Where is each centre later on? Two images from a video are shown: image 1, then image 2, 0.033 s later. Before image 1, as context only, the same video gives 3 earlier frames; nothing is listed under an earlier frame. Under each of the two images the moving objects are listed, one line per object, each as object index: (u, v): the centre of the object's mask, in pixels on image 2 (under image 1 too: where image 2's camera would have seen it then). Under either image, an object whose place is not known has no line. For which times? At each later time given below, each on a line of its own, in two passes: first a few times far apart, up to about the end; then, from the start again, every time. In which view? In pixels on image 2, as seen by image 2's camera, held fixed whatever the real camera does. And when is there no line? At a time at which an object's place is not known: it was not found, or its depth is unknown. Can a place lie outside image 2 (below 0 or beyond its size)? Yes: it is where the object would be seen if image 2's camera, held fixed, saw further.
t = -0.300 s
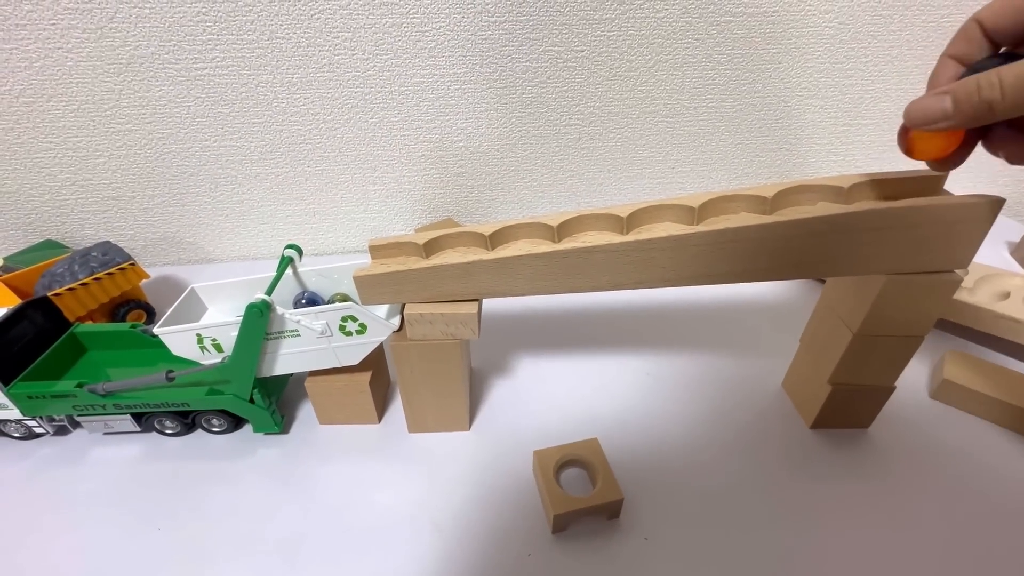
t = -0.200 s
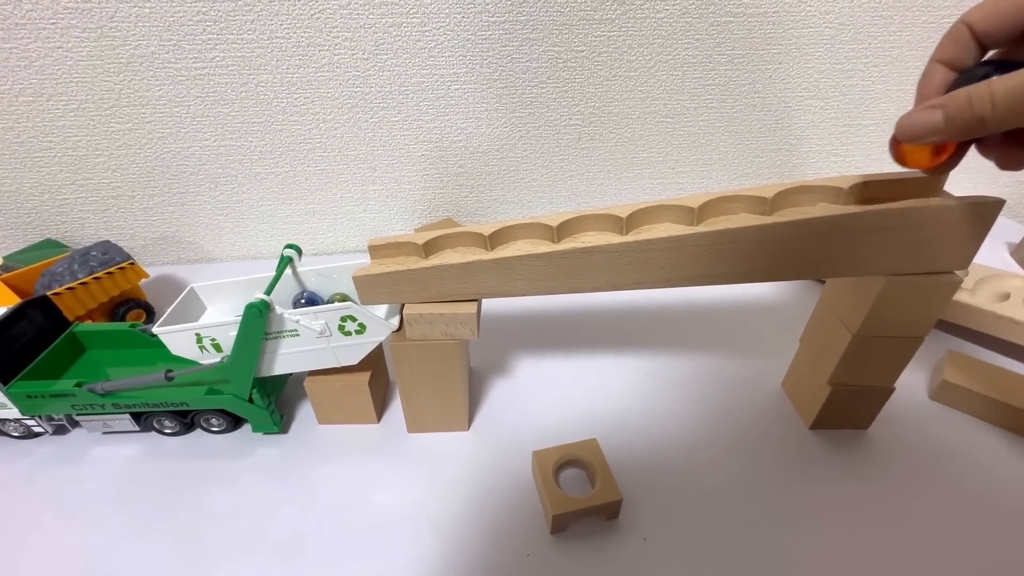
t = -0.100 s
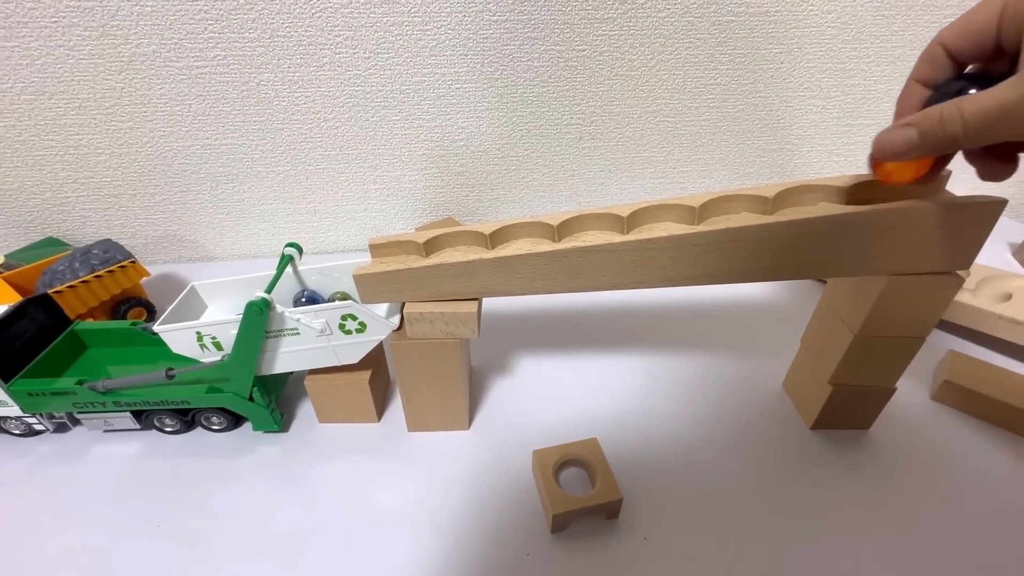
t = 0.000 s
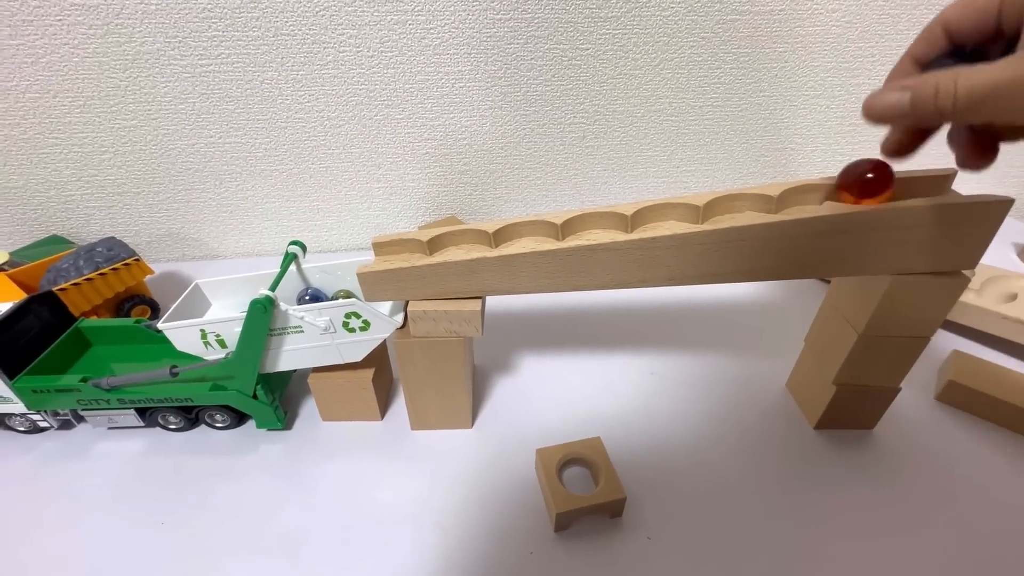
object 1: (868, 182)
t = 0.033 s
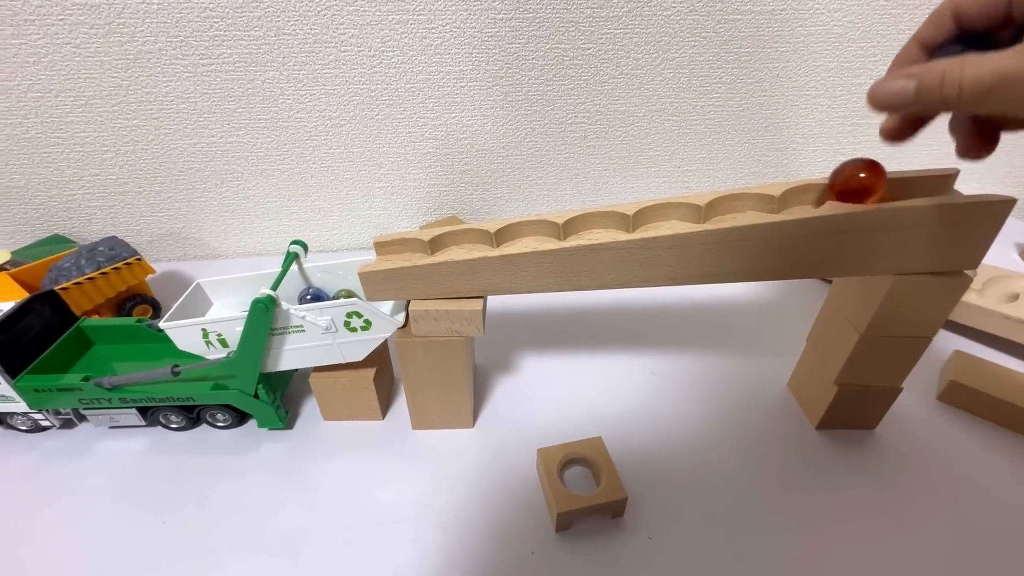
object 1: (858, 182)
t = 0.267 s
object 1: (776, 192)
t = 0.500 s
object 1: (658, 204)
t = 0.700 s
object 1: (570, 220)
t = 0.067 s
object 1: (844, 183)
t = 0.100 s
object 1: (831, 183)
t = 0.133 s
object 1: (819, 184)
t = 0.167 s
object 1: (808, 186)
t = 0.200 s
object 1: (803, 189)
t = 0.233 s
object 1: (792, 192)
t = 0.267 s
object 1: (776, 192)
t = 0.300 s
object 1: (756, 192)
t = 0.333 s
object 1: (738, 194)
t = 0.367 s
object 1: (726, 198)
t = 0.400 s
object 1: (714, 202)
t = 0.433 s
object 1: (695, 202)
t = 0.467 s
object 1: (677, 202)
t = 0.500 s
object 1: (658, 204)
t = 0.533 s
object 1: (647, 209)
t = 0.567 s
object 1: (631, 213)
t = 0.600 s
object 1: (615, 211)
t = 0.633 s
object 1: (599, 212)
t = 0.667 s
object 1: (582, 215)
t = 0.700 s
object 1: (570, 220)
